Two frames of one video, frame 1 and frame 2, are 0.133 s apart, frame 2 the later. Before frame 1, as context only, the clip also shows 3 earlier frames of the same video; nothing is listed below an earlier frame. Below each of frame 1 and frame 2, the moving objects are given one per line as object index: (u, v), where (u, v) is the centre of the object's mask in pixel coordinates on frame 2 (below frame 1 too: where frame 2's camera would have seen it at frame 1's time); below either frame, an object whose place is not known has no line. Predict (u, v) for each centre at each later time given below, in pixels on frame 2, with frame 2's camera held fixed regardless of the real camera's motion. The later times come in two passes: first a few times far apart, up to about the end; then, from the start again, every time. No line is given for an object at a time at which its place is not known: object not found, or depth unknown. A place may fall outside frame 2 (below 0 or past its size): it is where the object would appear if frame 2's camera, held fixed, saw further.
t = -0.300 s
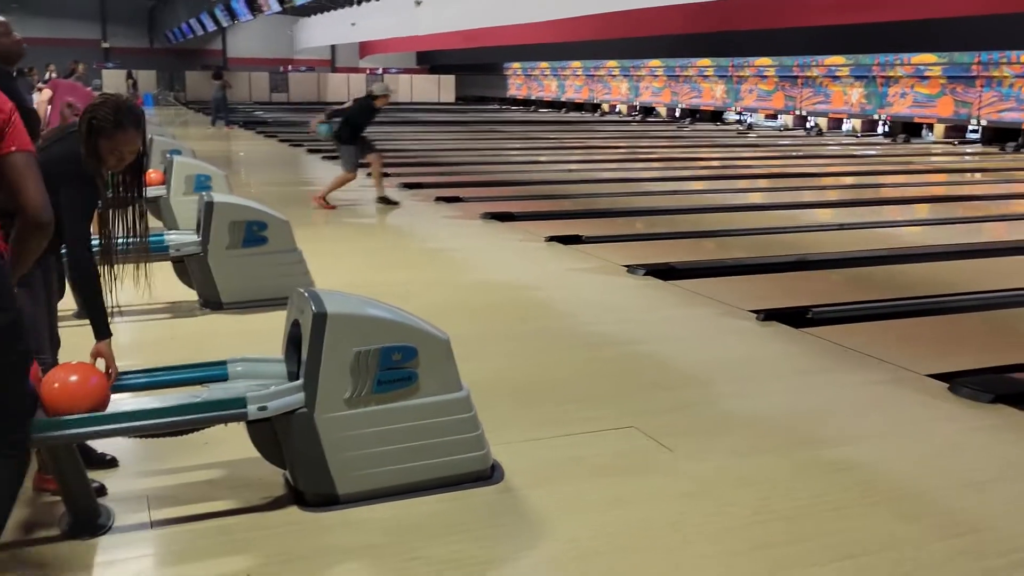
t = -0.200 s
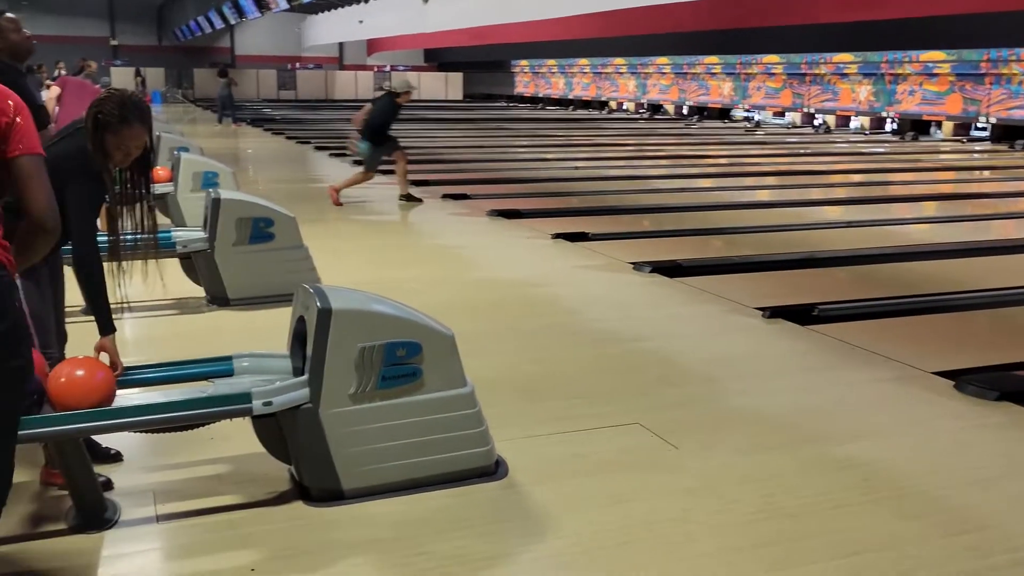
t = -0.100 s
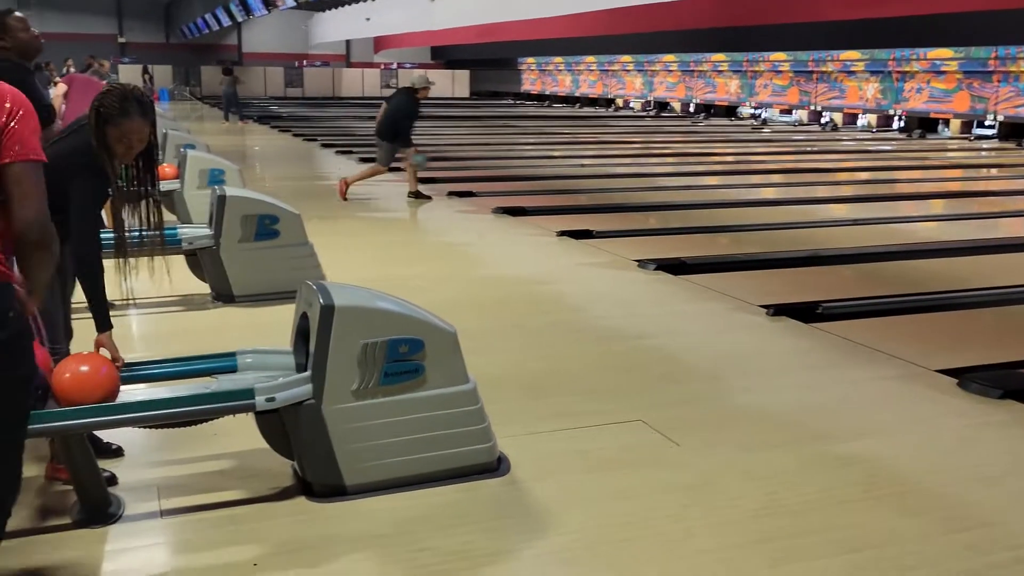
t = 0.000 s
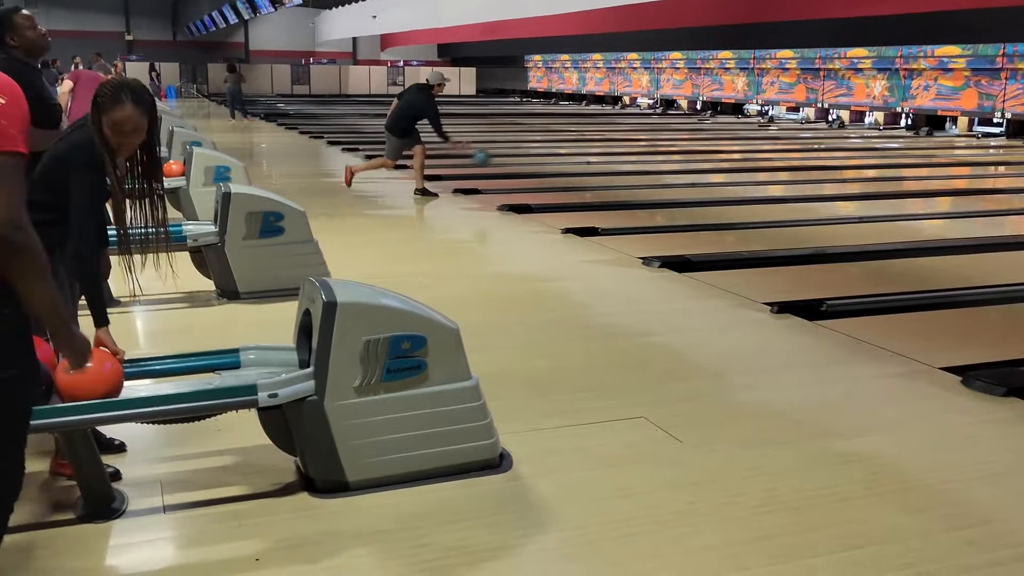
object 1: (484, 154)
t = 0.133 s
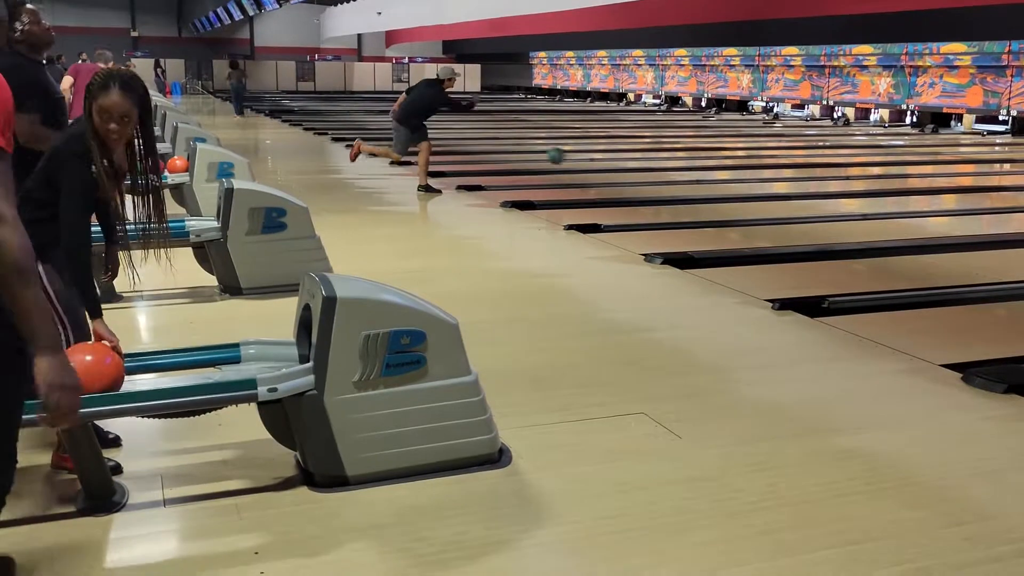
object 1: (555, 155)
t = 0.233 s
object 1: (608, 167)
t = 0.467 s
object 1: (718, 177)
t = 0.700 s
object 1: (820, 177)
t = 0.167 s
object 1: (573, 159)
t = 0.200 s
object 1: (590, 163)
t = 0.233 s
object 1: (608, 167)
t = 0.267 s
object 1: (623, 172)
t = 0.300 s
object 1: (640, 178)
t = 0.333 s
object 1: (656, 181)
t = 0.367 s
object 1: (672, 178)
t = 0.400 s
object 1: (688, 176)
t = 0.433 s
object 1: (703, 176)
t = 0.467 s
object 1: (718, 177)
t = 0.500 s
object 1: (734, 179)
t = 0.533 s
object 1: (748, 179)
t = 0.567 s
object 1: (763, 178)
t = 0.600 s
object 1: (777, 179)
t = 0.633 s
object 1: (792, 179)
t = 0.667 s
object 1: (806, 178)
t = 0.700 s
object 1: (820, 177)
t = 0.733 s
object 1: (835, 177)
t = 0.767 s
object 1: (847, 176)
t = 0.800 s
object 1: (861, 176)
